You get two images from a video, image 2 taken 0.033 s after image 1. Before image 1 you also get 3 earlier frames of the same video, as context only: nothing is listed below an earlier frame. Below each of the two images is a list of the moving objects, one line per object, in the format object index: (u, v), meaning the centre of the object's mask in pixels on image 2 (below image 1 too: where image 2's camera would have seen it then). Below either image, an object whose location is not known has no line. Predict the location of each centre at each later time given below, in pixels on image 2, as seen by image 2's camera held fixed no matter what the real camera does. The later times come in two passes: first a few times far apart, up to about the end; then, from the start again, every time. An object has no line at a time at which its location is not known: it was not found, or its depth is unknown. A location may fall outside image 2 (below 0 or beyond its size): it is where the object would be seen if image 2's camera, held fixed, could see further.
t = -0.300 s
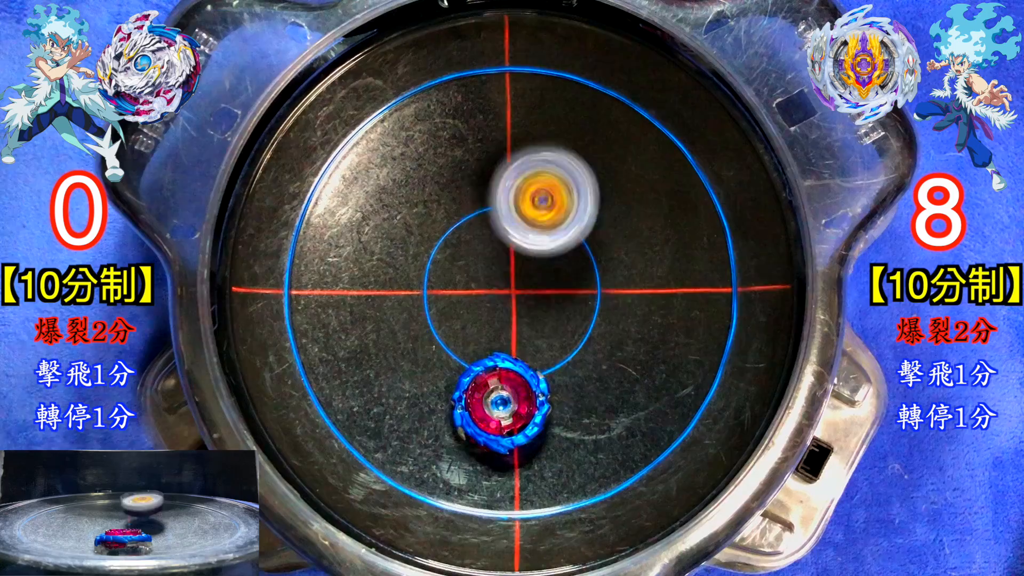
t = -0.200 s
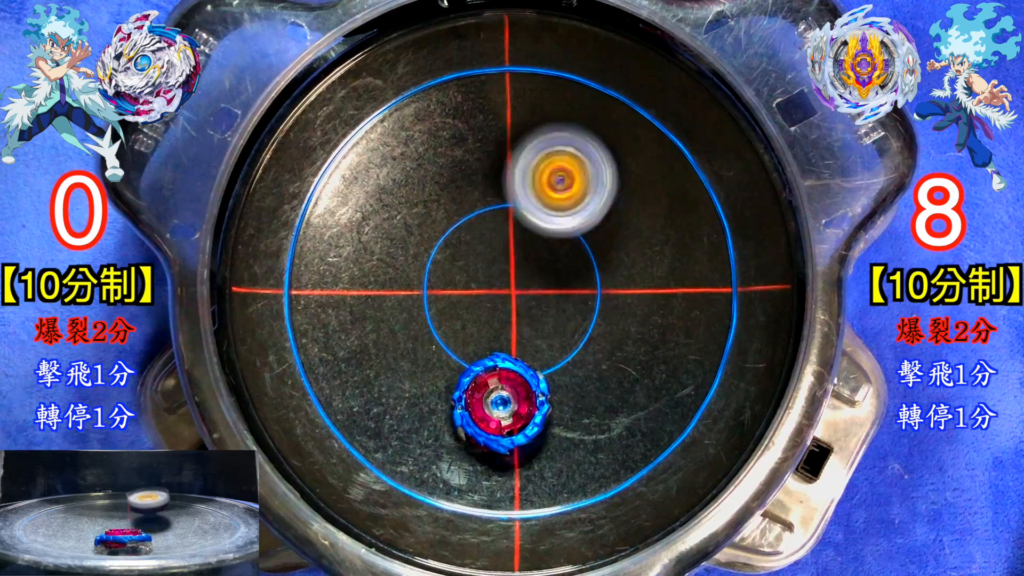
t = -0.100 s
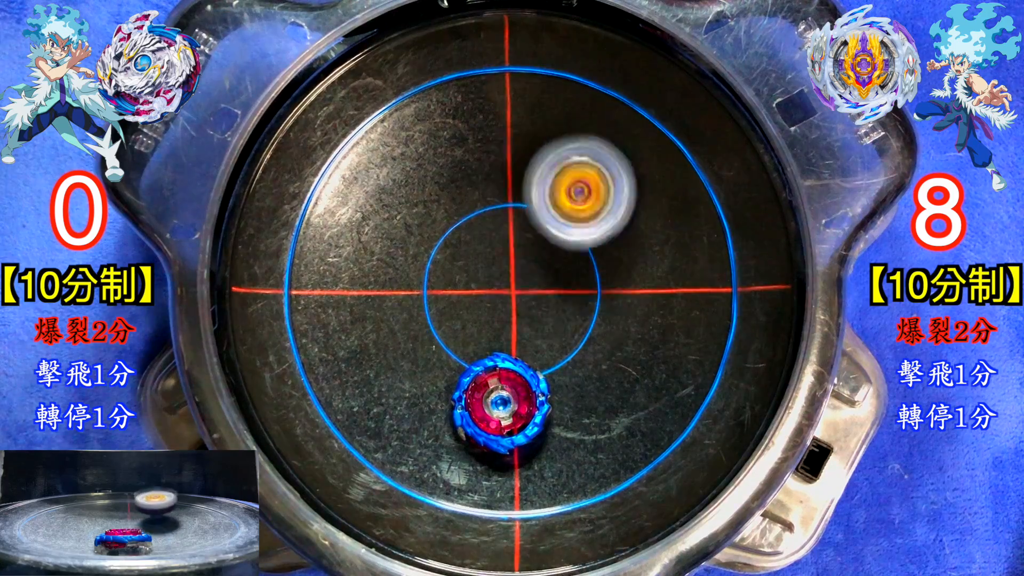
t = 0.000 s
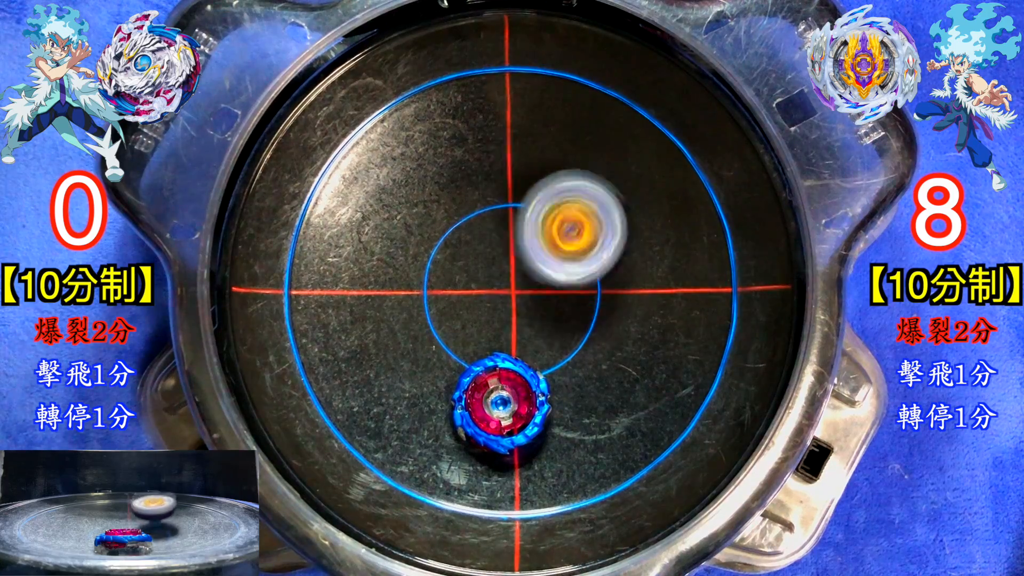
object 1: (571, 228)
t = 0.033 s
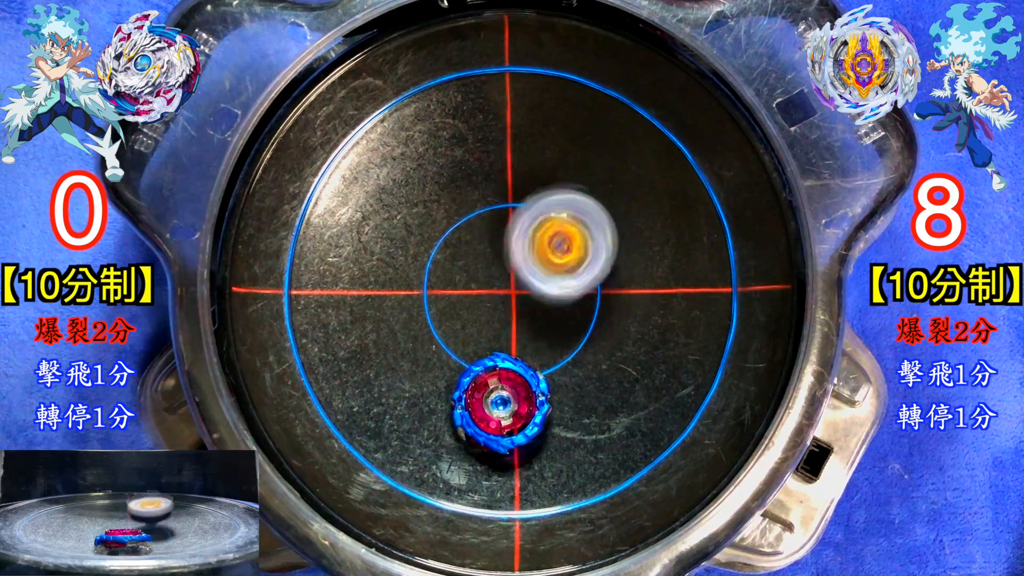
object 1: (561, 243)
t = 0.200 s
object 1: (484, 284)
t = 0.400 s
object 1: (415, 266)
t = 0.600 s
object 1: (419, 223)
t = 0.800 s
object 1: (490, 264)
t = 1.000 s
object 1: (486, 235)
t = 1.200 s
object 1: (519, 155)
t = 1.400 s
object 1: (584, 166)
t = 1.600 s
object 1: (576, 262)
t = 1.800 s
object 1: (511, 330)
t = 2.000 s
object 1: (437, 362)
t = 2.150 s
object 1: (391, 352)
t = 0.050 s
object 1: (555, 251)
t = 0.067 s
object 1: (547, 258)
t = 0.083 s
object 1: (539, 263)
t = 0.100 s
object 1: (531, 268)
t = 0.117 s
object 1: (523, 272)
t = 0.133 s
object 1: (514, 277)
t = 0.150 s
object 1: (506, 280)
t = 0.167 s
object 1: (498, 282)
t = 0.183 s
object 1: (490, 284)
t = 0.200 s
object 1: (484, 284)
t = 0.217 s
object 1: (475, 285)
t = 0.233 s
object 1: (467, 284)
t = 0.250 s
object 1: (460, 285)
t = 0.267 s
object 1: (455, 283)
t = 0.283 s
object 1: (449, 282)
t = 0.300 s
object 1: (444, 280)
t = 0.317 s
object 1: (439, 278)
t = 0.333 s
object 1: (433, 276)
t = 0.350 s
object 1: (429, 273)
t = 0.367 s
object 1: (423, 271)
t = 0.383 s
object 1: (420, 268)
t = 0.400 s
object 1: (415, 266)
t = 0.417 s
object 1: (412, 262)
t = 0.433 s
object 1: (409, 259)
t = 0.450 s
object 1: (406, 254)
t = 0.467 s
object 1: (405, 251)
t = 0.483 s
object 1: (403, 246)
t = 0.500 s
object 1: (404, 242)
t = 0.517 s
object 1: (404, 237)
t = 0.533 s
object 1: (405, 233)
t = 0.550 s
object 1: (407, 230)
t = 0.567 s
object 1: (411, 227)
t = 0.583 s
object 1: (414, 226)
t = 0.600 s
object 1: (419, 223)
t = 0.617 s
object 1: (424, 223)
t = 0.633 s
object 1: (429, 222)
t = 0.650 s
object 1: (435, 223)
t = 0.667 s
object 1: (441, 223)
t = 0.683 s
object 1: (448, 225)
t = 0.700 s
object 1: (453, 228)
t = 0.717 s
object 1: (461, 231)
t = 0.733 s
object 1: (467, 236)
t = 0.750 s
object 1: (474, 242)
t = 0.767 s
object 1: (480, 249)
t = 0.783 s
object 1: (486, 257)
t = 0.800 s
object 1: (490, 264)
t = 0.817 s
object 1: (496, 272)
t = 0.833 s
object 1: (499, 280)
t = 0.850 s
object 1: (502, 287)
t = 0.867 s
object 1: (504, 295)
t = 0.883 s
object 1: (506, 301)
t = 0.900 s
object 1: (507, 308)
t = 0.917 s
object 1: (506, 312)
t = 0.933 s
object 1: (501, 299)
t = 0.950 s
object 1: (497, 282)
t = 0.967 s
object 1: (493, 267)
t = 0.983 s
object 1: (489, 250)
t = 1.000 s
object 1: (486, 235)
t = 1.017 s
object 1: (485, 220)
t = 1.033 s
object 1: (485, 210)
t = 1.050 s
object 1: (487, 200)
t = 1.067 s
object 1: (488, 191)
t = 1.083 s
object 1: (490, 184)
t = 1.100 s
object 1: (493, 178)
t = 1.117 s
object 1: (497, 174)
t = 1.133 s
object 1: (501, 170)
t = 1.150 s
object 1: (506, 166)
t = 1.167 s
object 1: (510, 162)
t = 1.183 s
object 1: (514, 159)
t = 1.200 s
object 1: (519, 155)
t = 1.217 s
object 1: (524, 152)
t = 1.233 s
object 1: (530, 149)
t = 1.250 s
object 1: (536, 148)
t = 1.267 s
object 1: (542, 147)
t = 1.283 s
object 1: (548, 146)
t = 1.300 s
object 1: (554, 146)
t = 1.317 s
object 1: (560, 147)
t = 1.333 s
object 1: (566, 149)
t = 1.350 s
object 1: (570, 152)
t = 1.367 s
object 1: (576, 156)
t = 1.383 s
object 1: (580, 161)
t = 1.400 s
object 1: (584, 166)
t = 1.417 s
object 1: (588, 172)
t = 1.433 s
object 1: (591, 178)
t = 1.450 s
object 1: (593, 185)
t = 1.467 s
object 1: (594, 193)
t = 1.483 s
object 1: (595, 202)
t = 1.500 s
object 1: (594, 211)
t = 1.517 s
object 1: (593, 220)
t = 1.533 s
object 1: (591, 230)
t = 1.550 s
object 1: (588, 239)
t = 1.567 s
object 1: (584, 248)
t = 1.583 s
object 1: (581, 255)
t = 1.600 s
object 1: (576, 262)
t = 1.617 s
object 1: (572, 269)
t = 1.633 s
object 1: (568, 276)
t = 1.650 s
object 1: (563, 283)
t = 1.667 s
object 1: (557, 289)
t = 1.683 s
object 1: (552, 295)
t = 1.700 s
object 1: (547, 301)
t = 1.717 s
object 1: (540, 307)
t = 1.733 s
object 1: (535, 313)
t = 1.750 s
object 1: (528, 318)
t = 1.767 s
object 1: (522, 322)
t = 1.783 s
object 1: (516, 326)
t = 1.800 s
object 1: (511, 330)
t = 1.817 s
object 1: (505, 334)
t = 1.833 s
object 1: (499, 339)
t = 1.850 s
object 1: (492, 342)
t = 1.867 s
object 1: (486, 347)
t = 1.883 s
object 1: (480, 351)
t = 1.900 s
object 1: (473, 353)
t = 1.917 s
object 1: (466, 356)
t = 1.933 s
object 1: (459, 357)
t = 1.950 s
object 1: (454, 358)
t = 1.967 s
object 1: (448, 360)
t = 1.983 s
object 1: (442, 361)
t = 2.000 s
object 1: (437, 362)
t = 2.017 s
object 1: (431, 363)
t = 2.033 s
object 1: (425, 363)
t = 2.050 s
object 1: (419, 363)
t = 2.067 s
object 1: (414, 362)
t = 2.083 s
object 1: (409, 361)
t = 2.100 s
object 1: (404, 359)
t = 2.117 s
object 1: (399, 357)
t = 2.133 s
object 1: (395, 355)
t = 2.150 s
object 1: (391, 352)
